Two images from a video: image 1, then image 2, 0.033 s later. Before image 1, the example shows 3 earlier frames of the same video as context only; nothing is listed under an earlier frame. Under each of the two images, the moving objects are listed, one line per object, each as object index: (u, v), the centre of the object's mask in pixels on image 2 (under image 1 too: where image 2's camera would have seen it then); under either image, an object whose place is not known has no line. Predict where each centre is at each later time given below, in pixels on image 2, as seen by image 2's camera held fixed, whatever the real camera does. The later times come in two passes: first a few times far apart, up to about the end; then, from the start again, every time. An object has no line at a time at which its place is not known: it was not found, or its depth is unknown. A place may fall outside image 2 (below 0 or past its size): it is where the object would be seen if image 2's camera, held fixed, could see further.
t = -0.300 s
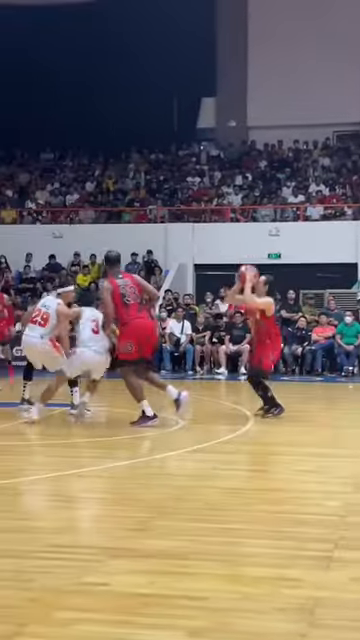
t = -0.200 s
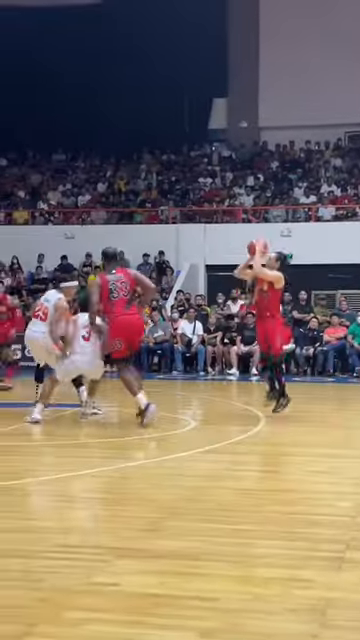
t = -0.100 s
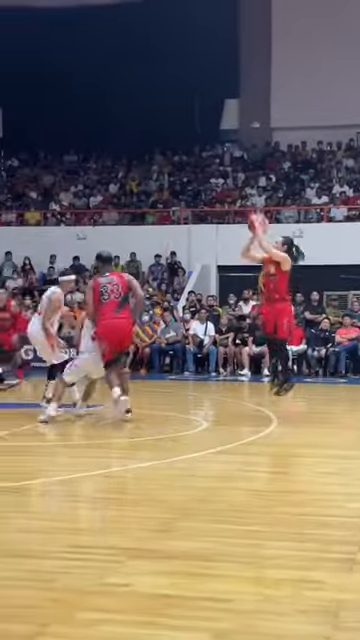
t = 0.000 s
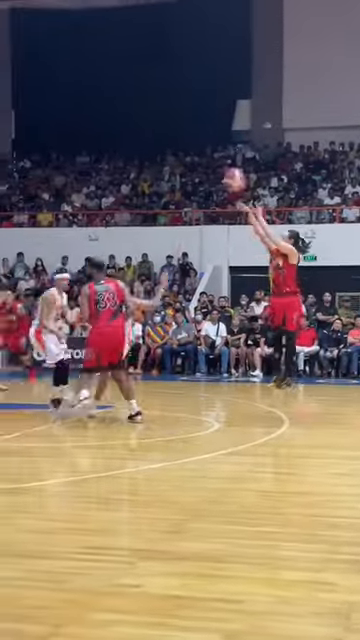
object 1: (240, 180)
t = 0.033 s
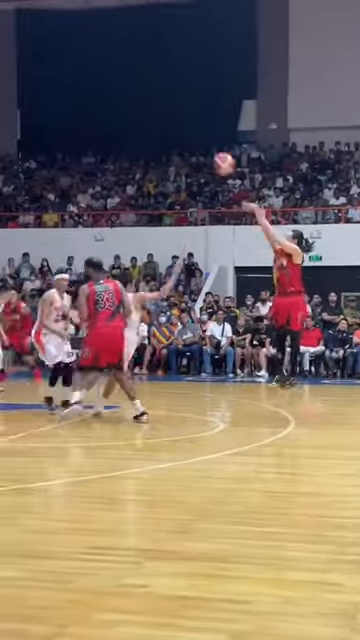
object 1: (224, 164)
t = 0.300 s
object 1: (95, 68)
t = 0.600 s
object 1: (-42, 29)
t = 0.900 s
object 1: (-178, 61)
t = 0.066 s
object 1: (207, 149)
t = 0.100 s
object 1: (191, 134)
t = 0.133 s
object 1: (174, 121)
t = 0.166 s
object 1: (158, 108)
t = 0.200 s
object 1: (142, 96)
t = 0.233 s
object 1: (126, 85)
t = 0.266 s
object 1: (111, 76)
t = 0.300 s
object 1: (95, 68)
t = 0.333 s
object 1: (80, 60)
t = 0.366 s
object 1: (65, 52)
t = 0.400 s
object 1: (49, 46)
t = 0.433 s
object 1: (34, 40)
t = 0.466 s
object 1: (19, 36)
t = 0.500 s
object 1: (4, 33)
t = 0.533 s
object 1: (-11, 31)
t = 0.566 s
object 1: (-27, 29)
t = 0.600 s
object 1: (-42, 29)
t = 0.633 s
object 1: (-57, 29)
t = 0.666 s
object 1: (-73, 29)
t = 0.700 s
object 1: (-87, 31)
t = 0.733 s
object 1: (-102, 34)
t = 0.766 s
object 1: (-116, 37)
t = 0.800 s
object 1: (-133, 42)
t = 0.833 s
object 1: (-147, 48)
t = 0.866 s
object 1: (-161, 55)
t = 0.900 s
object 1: (-178, 61)
